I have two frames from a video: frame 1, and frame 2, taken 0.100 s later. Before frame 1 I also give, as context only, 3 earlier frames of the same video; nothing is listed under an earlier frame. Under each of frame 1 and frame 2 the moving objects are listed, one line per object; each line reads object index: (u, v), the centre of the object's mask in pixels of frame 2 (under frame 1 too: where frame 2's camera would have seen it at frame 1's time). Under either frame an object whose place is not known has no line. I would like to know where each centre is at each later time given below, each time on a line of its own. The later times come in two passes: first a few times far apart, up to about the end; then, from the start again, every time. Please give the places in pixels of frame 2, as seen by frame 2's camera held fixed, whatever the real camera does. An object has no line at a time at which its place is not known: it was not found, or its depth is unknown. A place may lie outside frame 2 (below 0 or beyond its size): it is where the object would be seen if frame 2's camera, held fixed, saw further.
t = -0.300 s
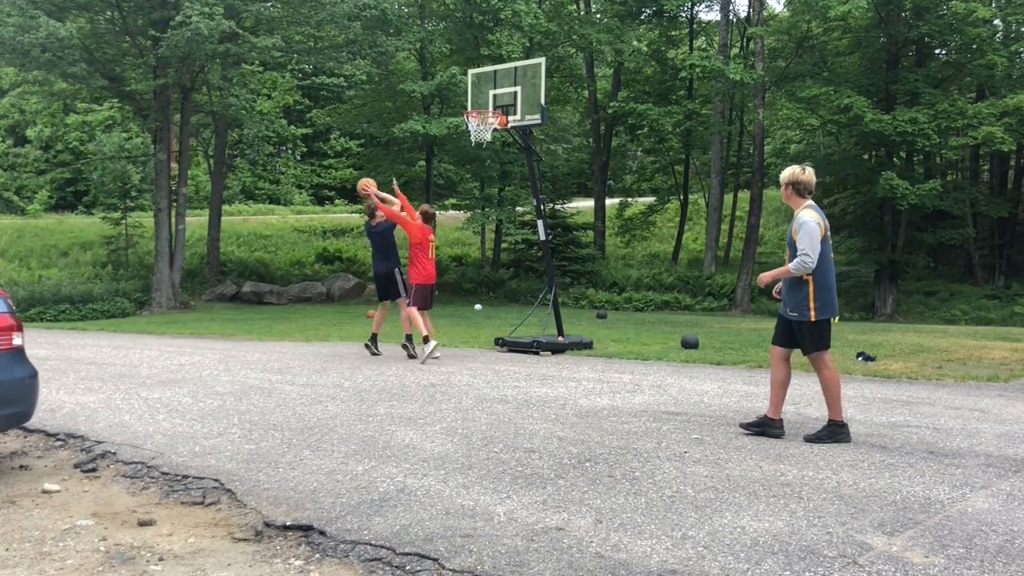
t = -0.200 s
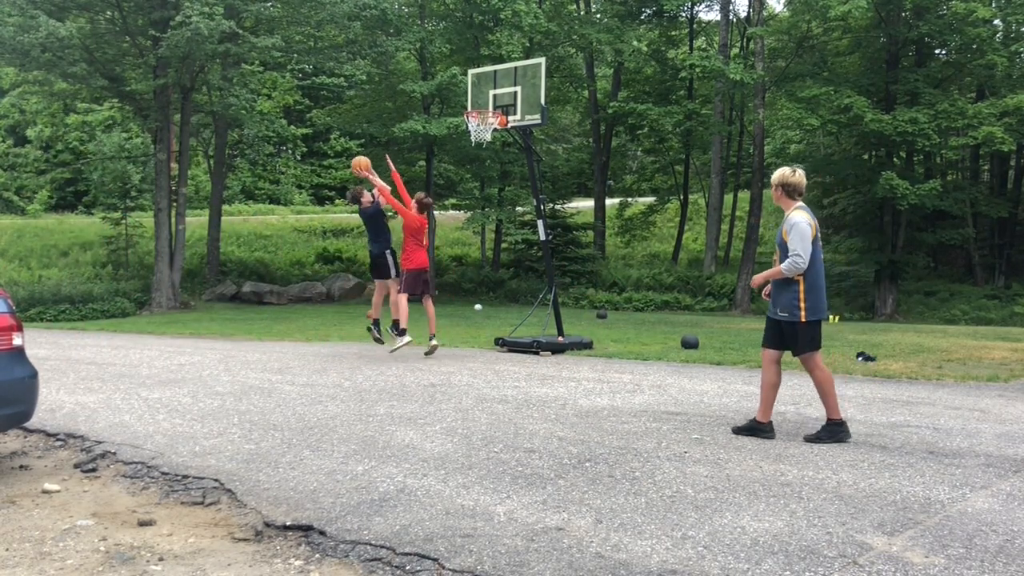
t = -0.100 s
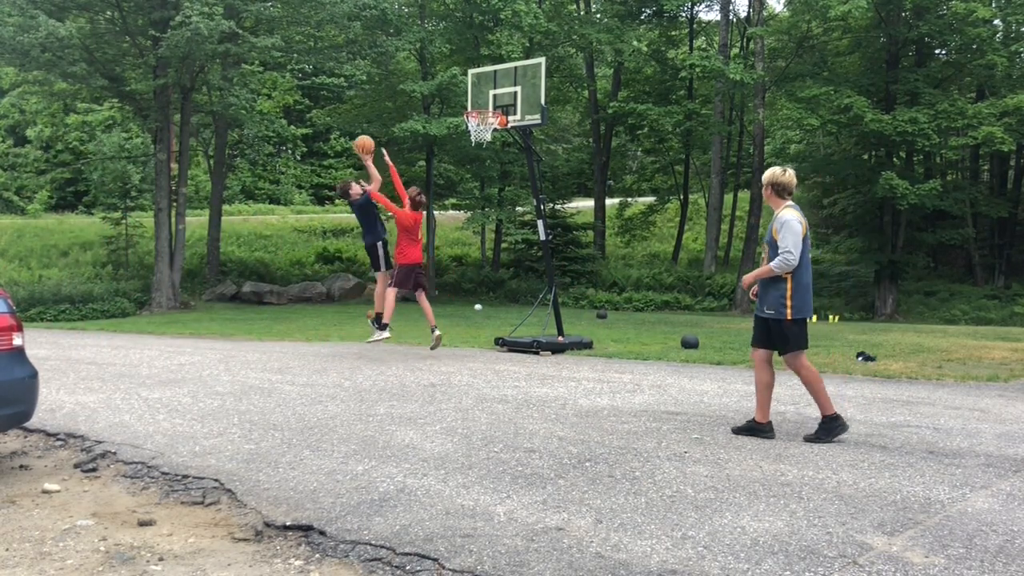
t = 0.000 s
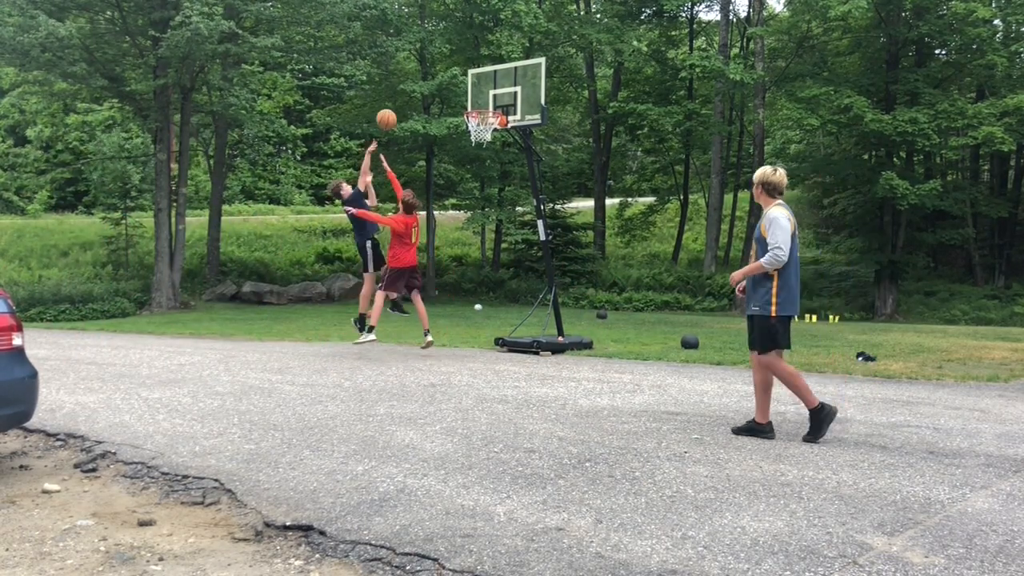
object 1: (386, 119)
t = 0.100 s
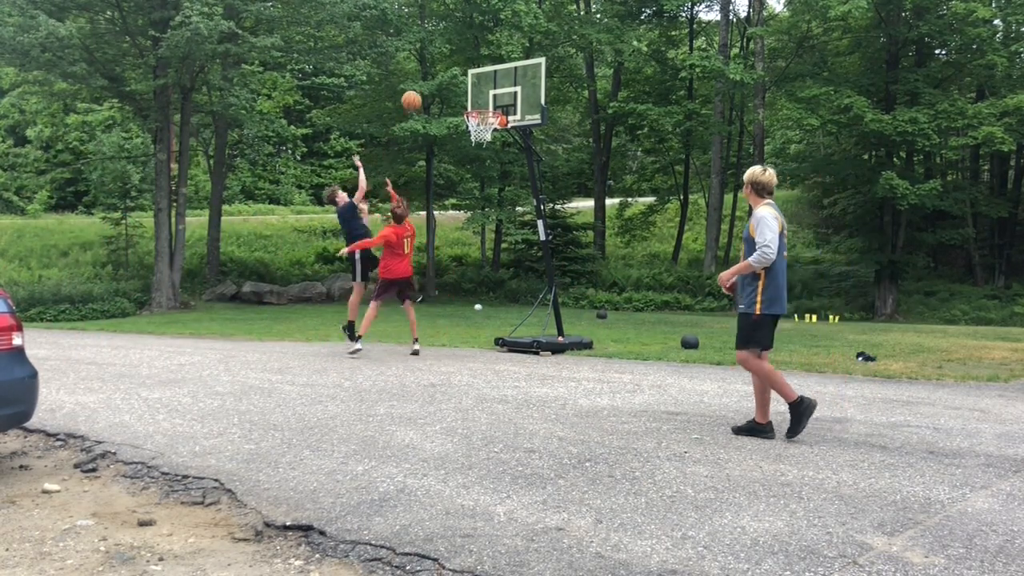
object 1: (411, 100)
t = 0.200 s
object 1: (436, 91)
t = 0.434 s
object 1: (490, 98)
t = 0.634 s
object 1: (479, 122)
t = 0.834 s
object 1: (474, 134)
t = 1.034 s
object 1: (472, 169)
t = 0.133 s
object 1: (420, 97)
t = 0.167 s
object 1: (428, 93)
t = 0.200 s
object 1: (436, 91)
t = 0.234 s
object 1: (444, 89)
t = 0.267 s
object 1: (451, 89)
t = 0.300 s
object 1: (459, 88)
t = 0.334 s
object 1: (467, 90)
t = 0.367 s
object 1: (475, 92)
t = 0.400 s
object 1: (482, 94)
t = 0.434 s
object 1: (490, 98)
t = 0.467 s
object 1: (492, 100)
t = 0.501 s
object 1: (489, 102)
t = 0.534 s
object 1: (487, 104)
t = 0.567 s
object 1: (484, 108)
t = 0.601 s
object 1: (480, 117)
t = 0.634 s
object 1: (479, 122)
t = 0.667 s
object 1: (476, 124)
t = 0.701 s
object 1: (476, 124)
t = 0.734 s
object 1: (475, 127)
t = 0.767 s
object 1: (474, 127)
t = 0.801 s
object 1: (475, 130)
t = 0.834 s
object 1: (474, 134)
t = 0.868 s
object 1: (474, 136)
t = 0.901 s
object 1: (473, 142)
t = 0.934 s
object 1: (473, 147)
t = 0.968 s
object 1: (473, 154)
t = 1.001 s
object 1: (472, 161)
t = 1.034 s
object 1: (472, 169)
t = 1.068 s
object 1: (472, 177)
